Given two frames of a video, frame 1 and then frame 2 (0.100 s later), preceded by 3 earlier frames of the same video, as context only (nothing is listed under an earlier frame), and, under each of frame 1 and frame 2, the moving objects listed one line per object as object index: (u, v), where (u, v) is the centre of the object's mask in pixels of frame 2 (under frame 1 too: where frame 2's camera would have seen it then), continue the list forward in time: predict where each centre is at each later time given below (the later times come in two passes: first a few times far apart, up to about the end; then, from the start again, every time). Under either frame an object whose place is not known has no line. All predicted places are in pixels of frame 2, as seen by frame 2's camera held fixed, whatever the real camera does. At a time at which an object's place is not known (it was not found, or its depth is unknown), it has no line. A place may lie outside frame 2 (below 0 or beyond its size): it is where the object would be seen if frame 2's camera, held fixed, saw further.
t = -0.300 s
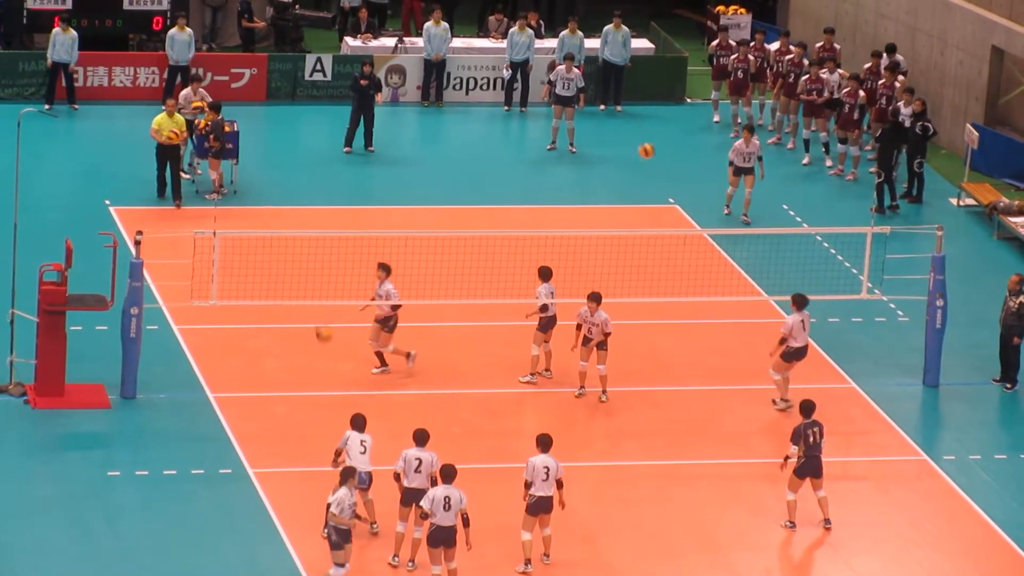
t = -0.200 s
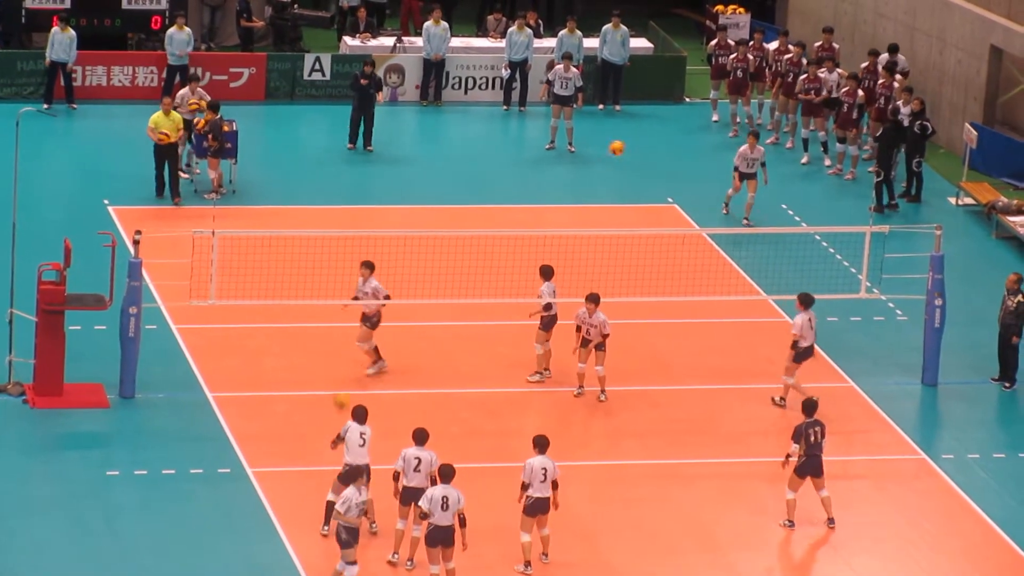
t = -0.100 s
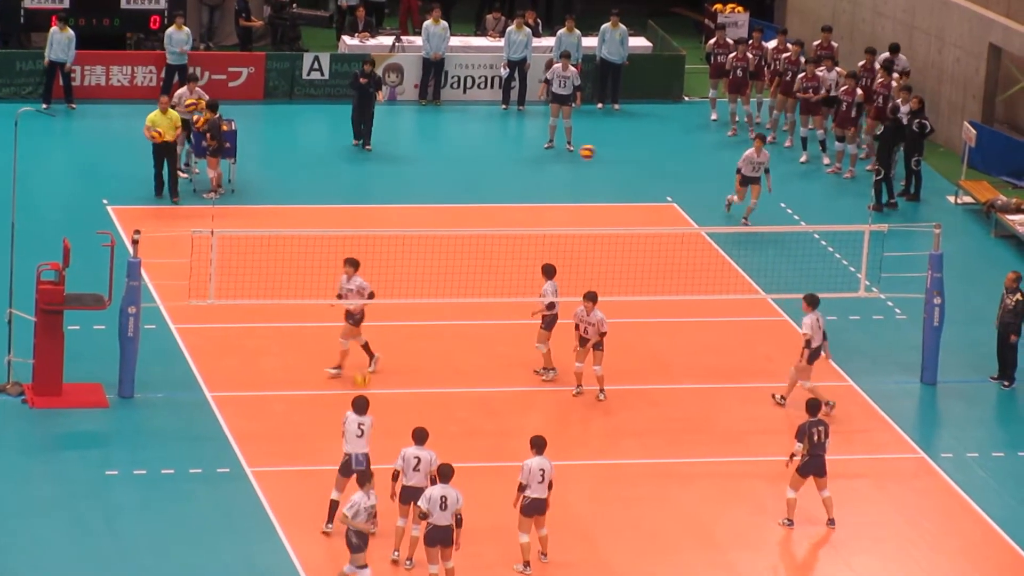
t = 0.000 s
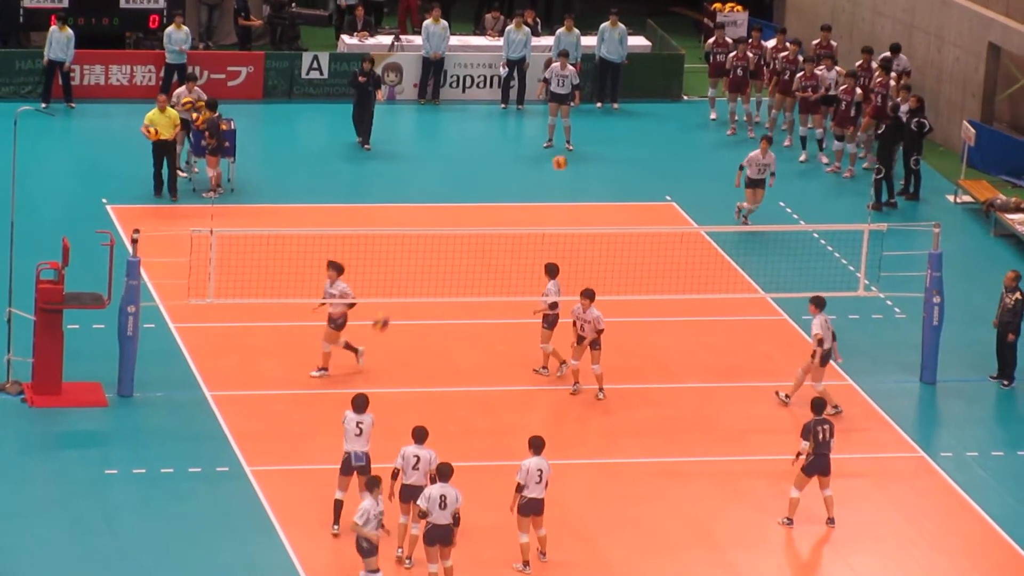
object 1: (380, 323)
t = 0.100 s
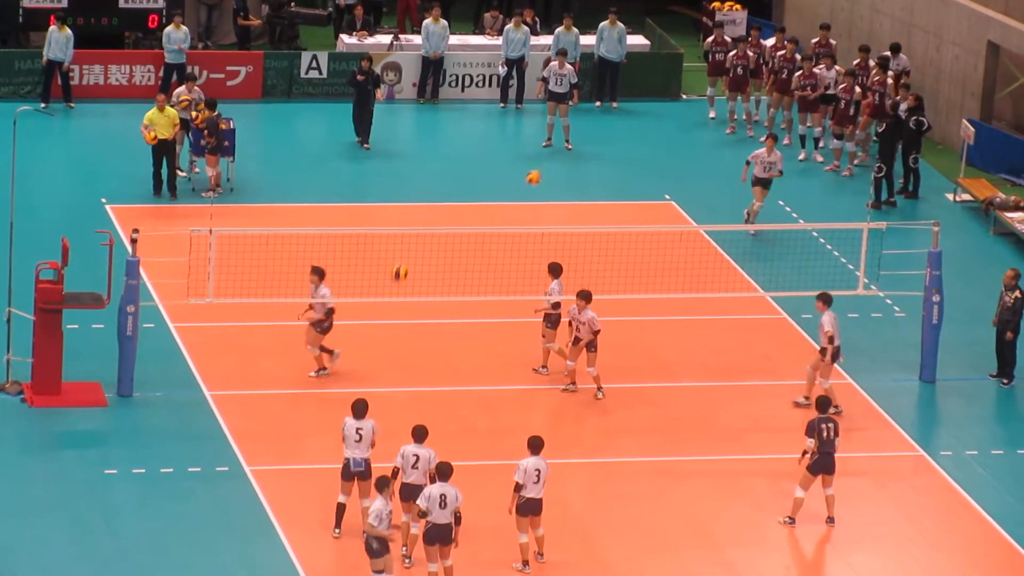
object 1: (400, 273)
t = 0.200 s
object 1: (418, 232)
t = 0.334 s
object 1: (442, 190)
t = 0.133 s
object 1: (406, 258)
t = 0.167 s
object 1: (412, 245)
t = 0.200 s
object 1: (418, 232)
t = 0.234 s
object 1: (424, 220)
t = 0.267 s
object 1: (430, 210)
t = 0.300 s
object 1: (436, 199)
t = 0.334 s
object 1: (442, 190)
